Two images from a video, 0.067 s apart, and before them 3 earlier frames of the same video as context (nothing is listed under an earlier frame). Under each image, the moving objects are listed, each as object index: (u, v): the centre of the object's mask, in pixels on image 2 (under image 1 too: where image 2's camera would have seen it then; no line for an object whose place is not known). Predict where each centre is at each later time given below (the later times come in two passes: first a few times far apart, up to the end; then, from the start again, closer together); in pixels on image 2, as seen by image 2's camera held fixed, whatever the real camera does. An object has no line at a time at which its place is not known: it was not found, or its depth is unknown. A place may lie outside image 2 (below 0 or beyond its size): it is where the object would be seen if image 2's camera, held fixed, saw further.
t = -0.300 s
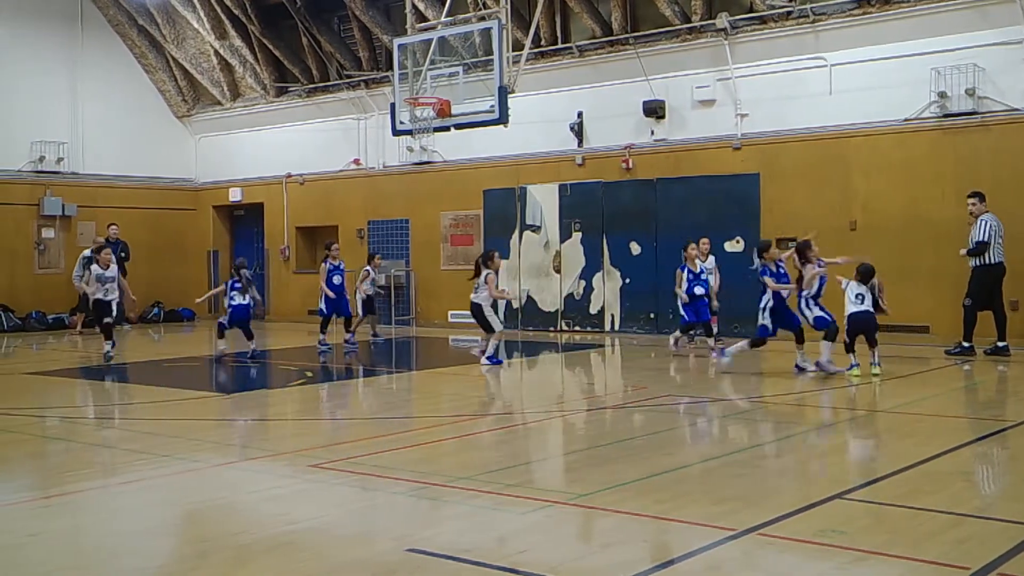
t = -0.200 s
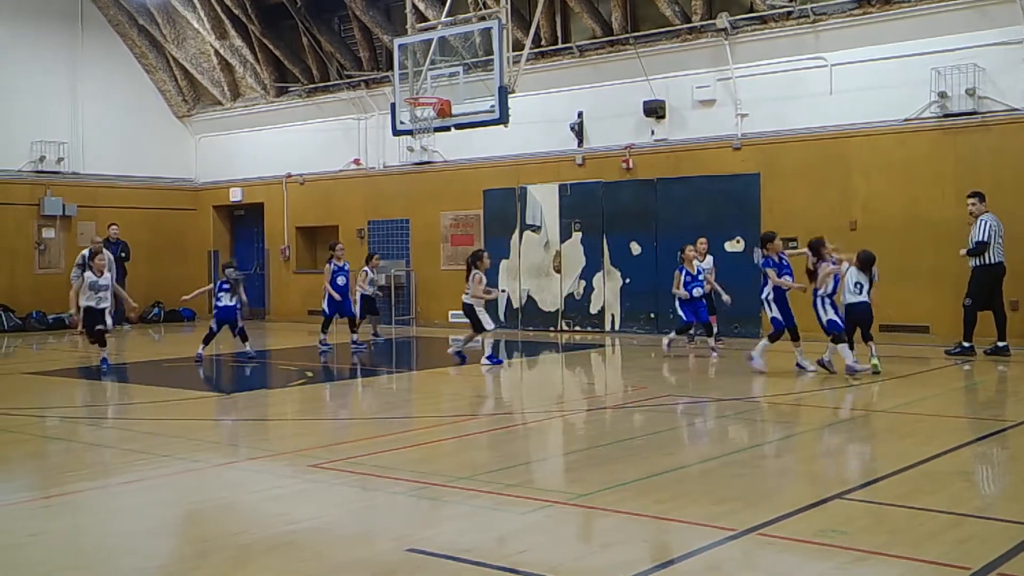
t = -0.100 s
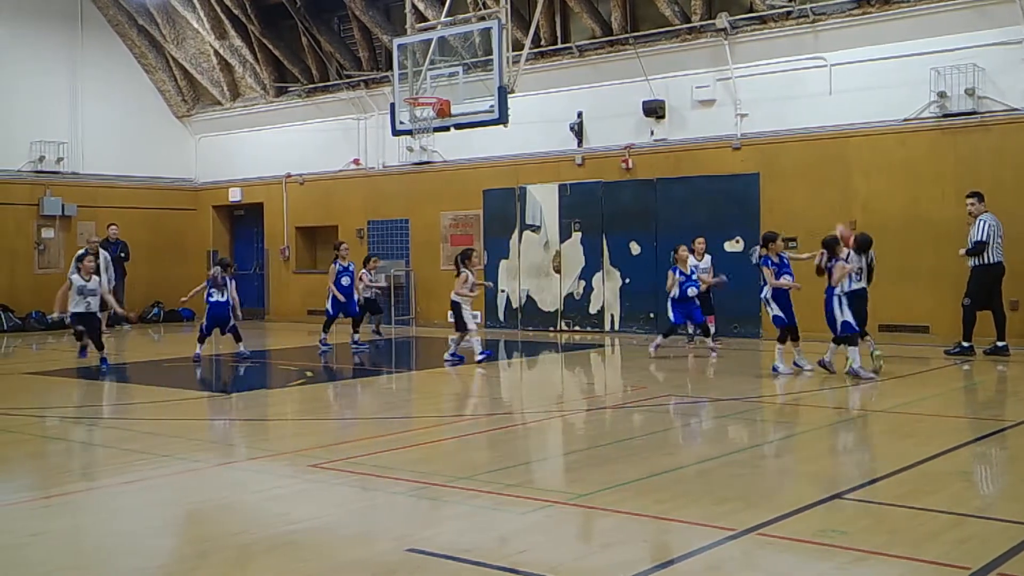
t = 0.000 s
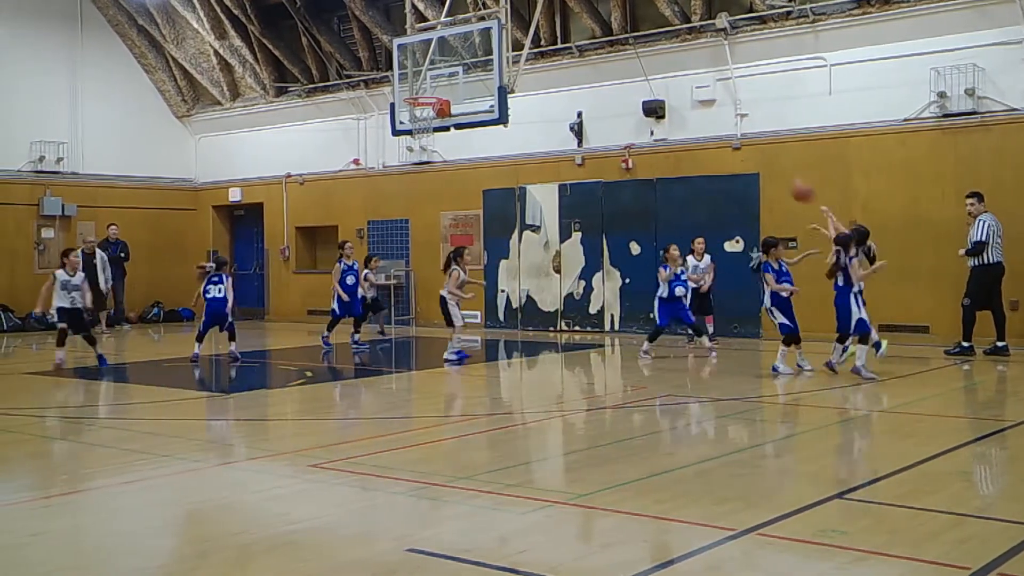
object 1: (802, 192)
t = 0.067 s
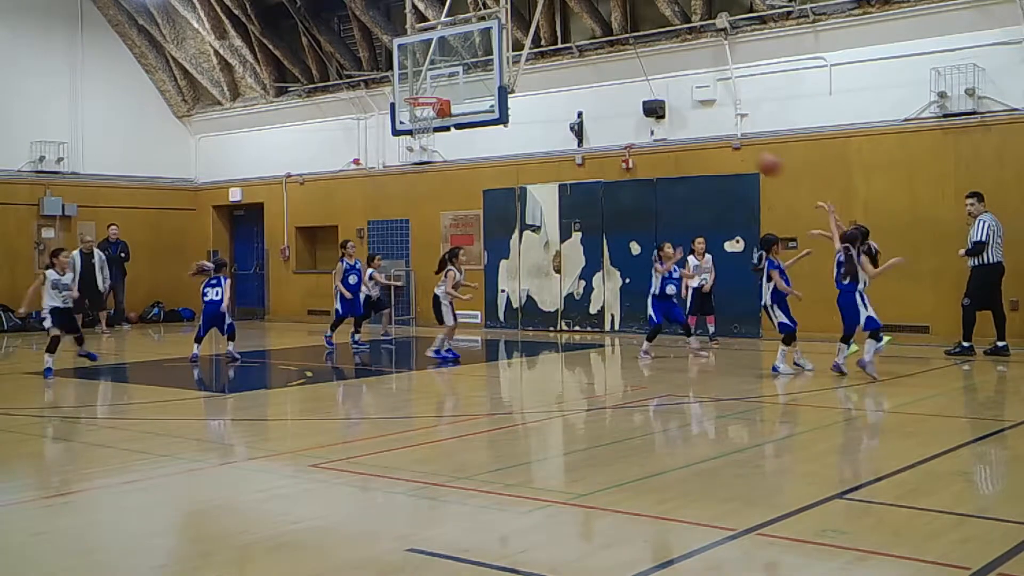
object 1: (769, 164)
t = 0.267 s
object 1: (675, 115)
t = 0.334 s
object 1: (647, 107)
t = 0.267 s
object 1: (675, 115)
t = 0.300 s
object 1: (659, 110)
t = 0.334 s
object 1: (647, 107)
